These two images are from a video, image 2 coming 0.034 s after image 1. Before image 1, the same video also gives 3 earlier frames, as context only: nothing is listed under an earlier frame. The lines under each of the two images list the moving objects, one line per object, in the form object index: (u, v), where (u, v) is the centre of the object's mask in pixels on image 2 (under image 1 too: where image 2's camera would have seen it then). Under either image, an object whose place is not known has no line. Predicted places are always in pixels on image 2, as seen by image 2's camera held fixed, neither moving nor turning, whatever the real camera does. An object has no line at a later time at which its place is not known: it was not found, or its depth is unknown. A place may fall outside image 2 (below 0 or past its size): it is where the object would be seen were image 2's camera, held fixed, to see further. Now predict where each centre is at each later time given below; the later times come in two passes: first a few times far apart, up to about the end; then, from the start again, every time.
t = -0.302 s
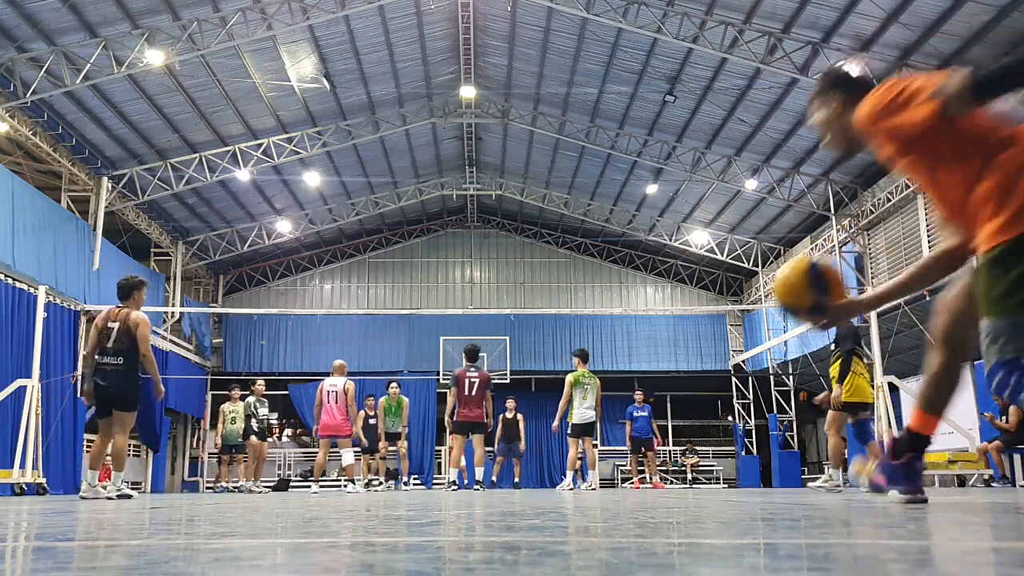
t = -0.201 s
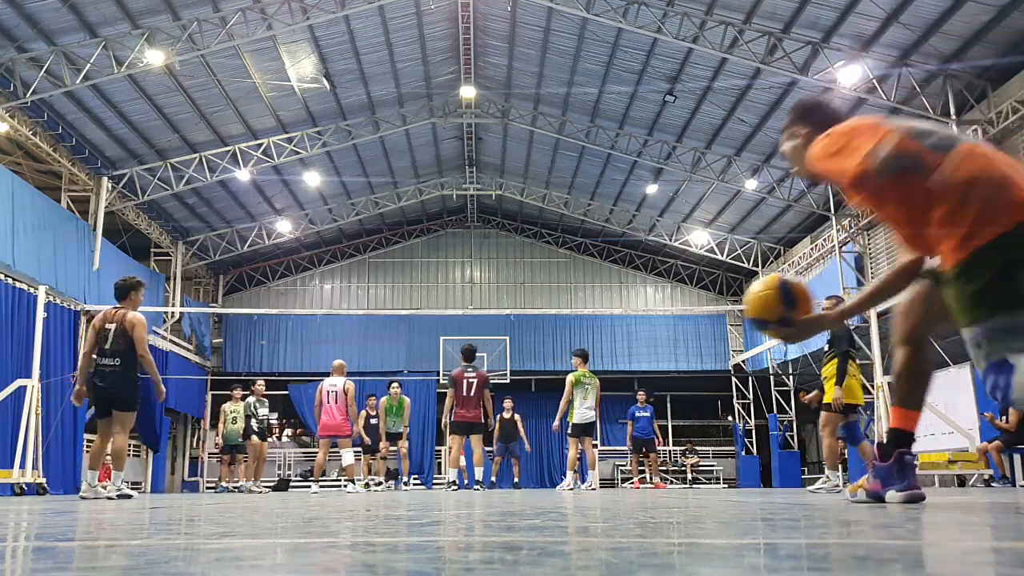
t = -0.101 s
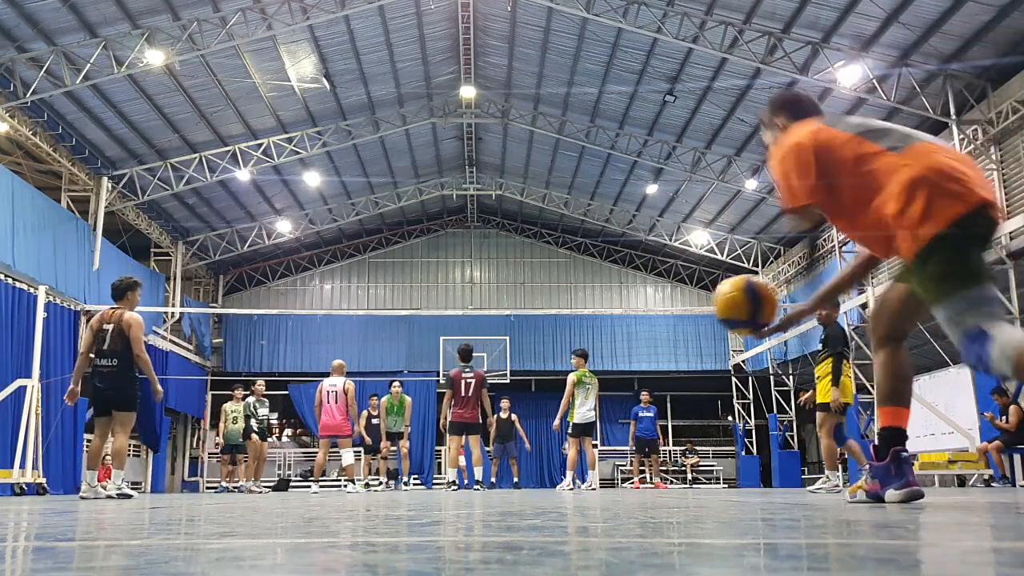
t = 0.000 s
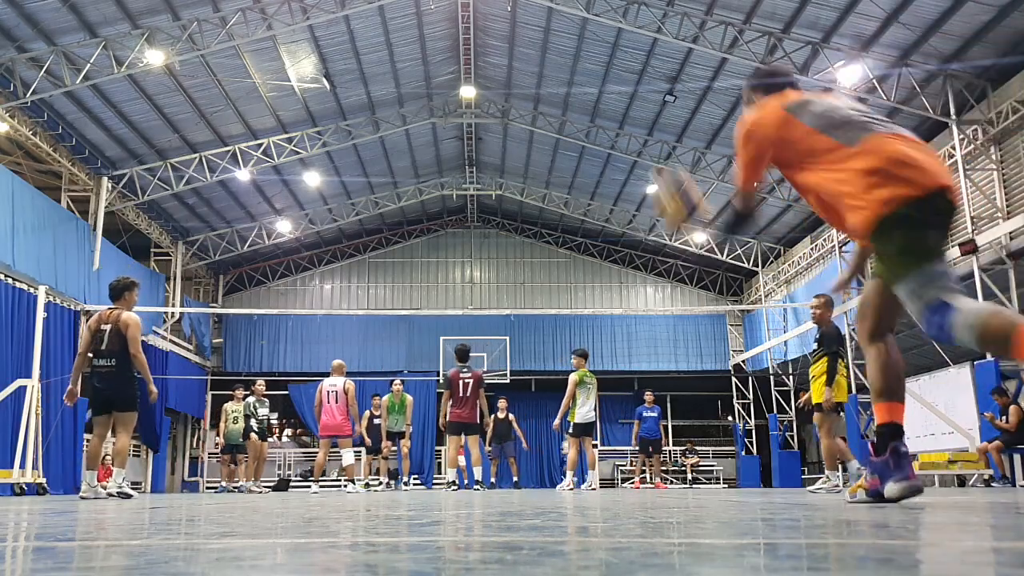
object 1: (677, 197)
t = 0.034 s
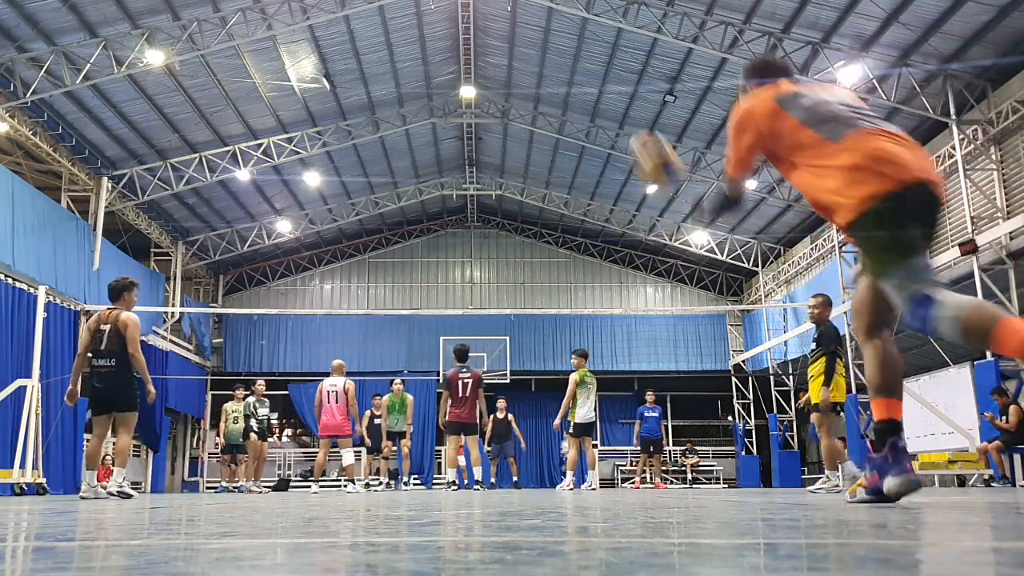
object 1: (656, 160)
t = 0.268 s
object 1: (565, 61)
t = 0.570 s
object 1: (517, 69)
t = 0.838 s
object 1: (493, 118)
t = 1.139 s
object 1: (471, 198)
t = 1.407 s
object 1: (455, 287)
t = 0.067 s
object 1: (636, 131)
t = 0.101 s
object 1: (621, 110)
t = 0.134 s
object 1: (606, 93)
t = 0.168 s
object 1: (594, 81)
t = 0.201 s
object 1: (583, 71)
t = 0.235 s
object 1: (574, 65)
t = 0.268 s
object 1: (565, 61)
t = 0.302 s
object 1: (558, 58)
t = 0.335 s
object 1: (551, 56)
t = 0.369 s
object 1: (545, 55)
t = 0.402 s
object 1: (539, 55)
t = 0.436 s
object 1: (534, 57)
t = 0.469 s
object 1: (530, 59)
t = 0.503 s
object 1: (526, 62)
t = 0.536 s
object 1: (521, 65)
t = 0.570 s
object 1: (517, 69)
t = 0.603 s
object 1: (514, 74)
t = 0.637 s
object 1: (510, 79)
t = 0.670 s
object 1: (507, 85)
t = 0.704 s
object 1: (504, 92)
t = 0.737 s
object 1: (501, 97)
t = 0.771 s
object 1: (498, 104)
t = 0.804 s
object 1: (495, 111)
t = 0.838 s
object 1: (493, 118)
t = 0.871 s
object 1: (490, 126)
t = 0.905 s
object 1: (487, 134)
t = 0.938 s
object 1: (484, 143)
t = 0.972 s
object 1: (482, 151)
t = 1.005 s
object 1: (480, 160)
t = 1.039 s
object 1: (478, 170)
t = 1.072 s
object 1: (476, 178)
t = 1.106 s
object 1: (473, 188)
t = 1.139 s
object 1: (471, 198)
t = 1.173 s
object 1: (469, 209)
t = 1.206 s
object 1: (467, 220)
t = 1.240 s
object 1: (465, 229)
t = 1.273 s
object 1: (463, 240)
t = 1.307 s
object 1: (461, 251)
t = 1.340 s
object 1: (459, 262)
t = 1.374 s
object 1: (457, 274)
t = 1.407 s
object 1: (455, 287)
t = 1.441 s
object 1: (454, 298)
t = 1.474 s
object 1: (453, 307)
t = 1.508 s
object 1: (451, 322)
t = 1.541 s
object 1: (449, 332)
